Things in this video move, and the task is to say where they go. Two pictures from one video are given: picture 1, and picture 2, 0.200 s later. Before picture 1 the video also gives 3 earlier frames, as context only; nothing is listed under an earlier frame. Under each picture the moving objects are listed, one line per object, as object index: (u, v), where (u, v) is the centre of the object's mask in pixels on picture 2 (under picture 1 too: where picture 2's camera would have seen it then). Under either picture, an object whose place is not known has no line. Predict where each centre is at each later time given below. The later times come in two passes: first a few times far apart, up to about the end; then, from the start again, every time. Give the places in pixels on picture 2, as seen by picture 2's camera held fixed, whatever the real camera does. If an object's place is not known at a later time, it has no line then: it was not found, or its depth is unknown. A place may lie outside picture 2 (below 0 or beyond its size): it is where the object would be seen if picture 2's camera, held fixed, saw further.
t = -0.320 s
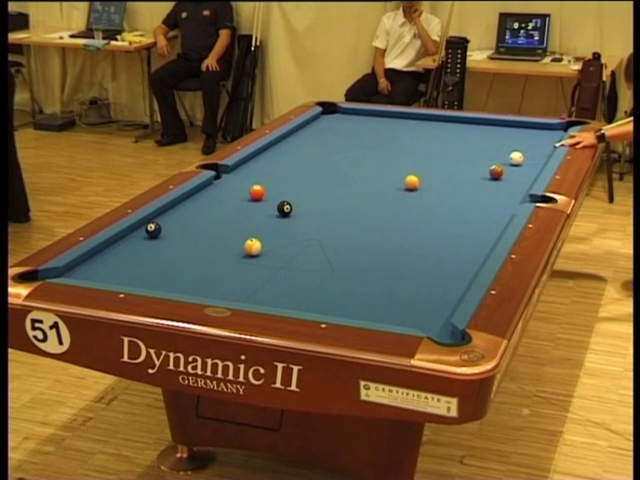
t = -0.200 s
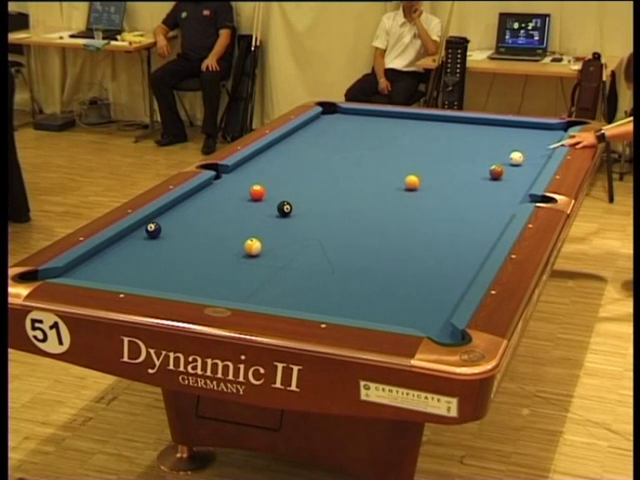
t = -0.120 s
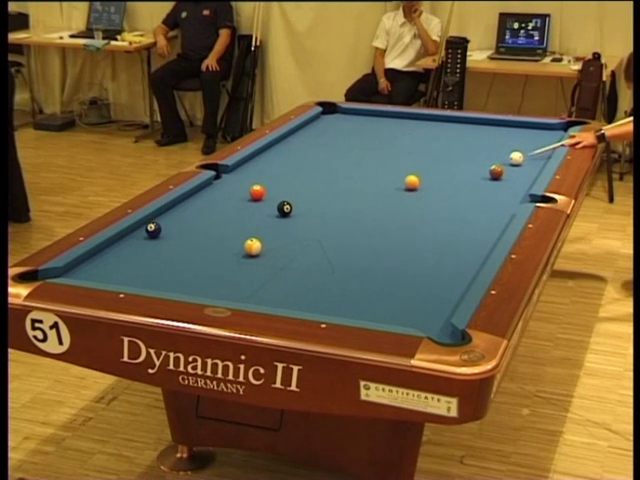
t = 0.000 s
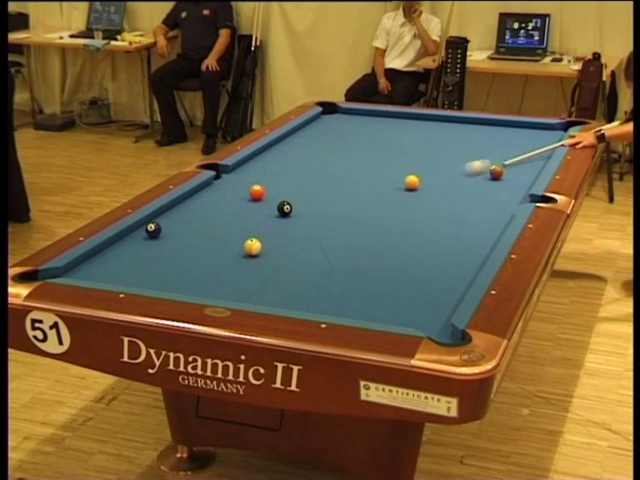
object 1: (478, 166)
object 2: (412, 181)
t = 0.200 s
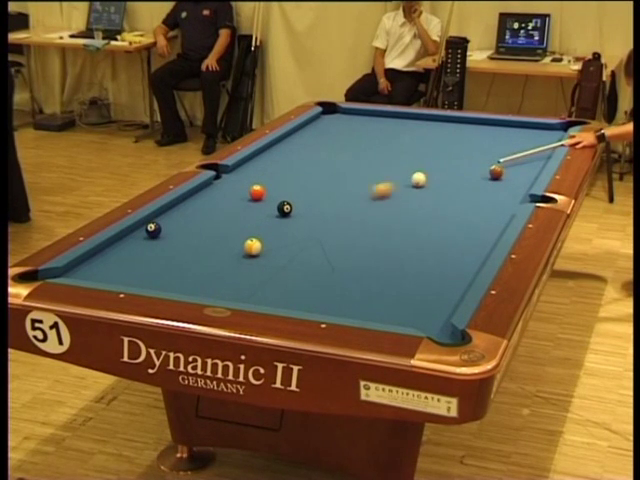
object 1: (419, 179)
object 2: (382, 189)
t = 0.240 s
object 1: (417, 179)
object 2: (368, 194)
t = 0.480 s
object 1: (409, 178)
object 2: (284, 217)
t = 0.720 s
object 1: (402, 178)
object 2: (197, 240)
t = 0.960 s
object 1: (397, 177)
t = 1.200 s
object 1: (392, 176)
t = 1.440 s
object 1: (389, 176)
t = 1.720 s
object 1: (386, 176)
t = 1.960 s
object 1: (384, 176)
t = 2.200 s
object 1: (384, 176)
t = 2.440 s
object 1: (384, 175)
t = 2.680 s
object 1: (384, 175)
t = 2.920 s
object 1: (384, 175)
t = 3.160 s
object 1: (384, 175)
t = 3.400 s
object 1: (384, 175)
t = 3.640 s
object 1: (384, 175)
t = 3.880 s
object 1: (384, 175)
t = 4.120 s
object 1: (384, 176)
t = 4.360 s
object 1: (384, 176)
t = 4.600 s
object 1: (384, 176)
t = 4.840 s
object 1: (384, 176)
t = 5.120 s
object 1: (384, 175)
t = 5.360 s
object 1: (384, 175)
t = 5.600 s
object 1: (384, 176)
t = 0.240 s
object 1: (417, 179)
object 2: (368, 194)
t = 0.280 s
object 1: (416, 179)
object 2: (352, 198)
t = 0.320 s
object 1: (415, 179)
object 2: (338, 202)
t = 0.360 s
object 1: (413, 179)
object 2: (324, 206)
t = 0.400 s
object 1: (412, 179)
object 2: (311, 210)
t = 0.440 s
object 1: (410, 178)
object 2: (299, 213)
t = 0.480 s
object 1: (409, 178)
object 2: (284, 217)
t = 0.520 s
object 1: (408, 178)
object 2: (270, 221)
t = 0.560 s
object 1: (407, 178)
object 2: (256, 224)
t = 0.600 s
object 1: (406, 178)
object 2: (242, 228)
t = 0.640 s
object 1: (404, 178)
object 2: (227, 232)
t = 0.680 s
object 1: (403, 178)
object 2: (213, 236)
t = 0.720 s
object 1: (402, 178)
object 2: (197, 240)
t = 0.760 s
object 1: (401, 177)
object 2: (182, 244)
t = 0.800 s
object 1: (400, 177)
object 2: (167, 249)
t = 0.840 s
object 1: (399, 177)
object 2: (151, 253)
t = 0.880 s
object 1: (399, 177)
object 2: (135, 257)
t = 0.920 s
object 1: (398, 177)
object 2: (118, 261)
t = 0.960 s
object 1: (397, 177)
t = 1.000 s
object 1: (396, 177)
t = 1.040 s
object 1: (395, 177)
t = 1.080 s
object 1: (394, 177)
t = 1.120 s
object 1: (393, 177)
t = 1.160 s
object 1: (393, 177)
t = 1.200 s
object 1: (392, 176)
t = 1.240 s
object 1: (392, 176)
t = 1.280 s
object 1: (391, 176)
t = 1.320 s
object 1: (390, 176)
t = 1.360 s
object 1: (390, 176)
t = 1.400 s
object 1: (389, 176)
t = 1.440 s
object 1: (389, 176)
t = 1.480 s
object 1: (388, 176)
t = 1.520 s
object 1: (388, 176)
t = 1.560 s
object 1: (387, 176)
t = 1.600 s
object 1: (387, 176)
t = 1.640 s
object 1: (387, 176)
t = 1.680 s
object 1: (386, 176)
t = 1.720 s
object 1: (386, 176)
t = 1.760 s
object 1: (386, 176)
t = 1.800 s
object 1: (385, 176)
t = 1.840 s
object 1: (385, 176)
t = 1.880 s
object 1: (385, 176)
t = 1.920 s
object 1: (385, 176)
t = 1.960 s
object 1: (384, 176)
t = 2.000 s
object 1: (384, 176)
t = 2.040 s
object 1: (384, 176)
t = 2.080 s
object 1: (384, 176)
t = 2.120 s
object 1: (384, 176)
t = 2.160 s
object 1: (384, 176)
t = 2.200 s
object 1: (384, 176)
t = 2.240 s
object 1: (384, 176)
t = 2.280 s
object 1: (384, 176)
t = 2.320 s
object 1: (384, 176)
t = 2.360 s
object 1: (384, 176)
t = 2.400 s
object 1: (384, 175)
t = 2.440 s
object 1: (384, 175)
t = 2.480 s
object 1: (384, 175)
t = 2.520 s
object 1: (384, 175)
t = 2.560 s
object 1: (384, 175)
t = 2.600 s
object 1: (384, 175)
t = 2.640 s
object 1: (384, 175)
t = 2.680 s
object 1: (384, 175)
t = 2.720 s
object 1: (384, 175)
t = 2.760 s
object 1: (384, 175)
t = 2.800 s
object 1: (384, 175)
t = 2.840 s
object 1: (384, 175)
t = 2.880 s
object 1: (384, 175)
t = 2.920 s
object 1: (384, 175)
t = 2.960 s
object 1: (384, 175)
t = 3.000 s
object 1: (384, 175)
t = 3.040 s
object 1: (384, 175)
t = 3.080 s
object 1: (384, 175)
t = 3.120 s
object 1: (384, 175)
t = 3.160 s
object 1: (384, 175)
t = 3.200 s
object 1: (384, 175)
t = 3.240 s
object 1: (384, 175)
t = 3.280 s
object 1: (384, 175)
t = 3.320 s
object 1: (384, 175)
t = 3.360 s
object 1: (384, 175)
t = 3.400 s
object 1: (384, 175)
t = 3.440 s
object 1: (384, 175)
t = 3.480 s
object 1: (384, 175)
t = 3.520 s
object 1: (384, 175)
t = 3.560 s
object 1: (384, 175)
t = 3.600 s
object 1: (384, 175)
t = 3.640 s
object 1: (384, 175)
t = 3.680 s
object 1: (384, 175)
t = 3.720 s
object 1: (384, 175)
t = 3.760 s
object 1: (384, 175)
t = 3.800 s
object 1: (384, 175)
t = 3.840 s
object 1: (384, 175)
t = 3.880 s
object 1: (384, 175)
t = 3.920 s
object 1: (384, 175)
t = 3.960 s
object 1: (384, 176)
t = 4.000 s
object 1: (384, 175)
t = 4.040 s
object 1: (384, 176)
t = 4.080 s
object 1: (384, 176)
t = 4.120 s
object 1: (384, 176)
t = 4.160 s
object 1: (384, 176)
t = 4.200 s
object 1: (384, 176)
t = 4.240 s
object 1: (384, 176)
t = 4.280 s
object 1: (384, 175)
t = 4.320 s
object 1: (384, 176)
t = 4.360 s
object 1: (384, 176)
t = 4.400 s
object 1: (384, 176)
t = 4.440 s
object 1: (384, 176)
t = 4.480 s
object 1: (384, 176)
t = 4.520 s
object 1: (384, 176)
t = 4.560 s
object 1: (384, 176)
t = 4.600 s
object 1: (384, 176)
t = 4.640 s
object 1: (384, 176)
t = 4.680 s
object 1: (384, 176)
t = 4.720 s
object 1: (384, 176)
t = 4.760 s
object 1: (384, 176)
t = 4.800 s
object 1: (384, 176)
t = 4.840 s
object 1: (384, 176)
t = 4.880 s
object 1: (384, 175)
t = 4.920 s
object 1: (384, 176)
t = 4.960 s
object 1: (384, 176)
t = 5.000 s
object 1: (384, 176)
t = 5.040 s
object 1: (384, 175)
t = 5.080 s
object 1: (384, 175)
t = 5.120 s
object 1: (384, 175)
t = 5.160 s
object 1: (384, 176)
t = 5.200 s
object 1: (384, 176)
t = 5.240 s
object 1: (384, 176)
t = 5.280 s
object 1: (384, 176)
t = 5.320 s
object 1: (384, 176)
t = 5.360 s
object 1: (384, 175)
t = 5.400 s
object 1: (384, 175)
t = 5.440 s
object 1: (384, 175)
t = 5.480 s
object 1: (384, 175)
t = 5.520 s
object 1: (384, 176)
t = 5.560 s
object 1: (384, 175)
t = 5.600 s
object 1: (384, 176)
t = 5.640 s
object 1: (384, 176)
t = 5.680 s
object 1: (384, 175)
